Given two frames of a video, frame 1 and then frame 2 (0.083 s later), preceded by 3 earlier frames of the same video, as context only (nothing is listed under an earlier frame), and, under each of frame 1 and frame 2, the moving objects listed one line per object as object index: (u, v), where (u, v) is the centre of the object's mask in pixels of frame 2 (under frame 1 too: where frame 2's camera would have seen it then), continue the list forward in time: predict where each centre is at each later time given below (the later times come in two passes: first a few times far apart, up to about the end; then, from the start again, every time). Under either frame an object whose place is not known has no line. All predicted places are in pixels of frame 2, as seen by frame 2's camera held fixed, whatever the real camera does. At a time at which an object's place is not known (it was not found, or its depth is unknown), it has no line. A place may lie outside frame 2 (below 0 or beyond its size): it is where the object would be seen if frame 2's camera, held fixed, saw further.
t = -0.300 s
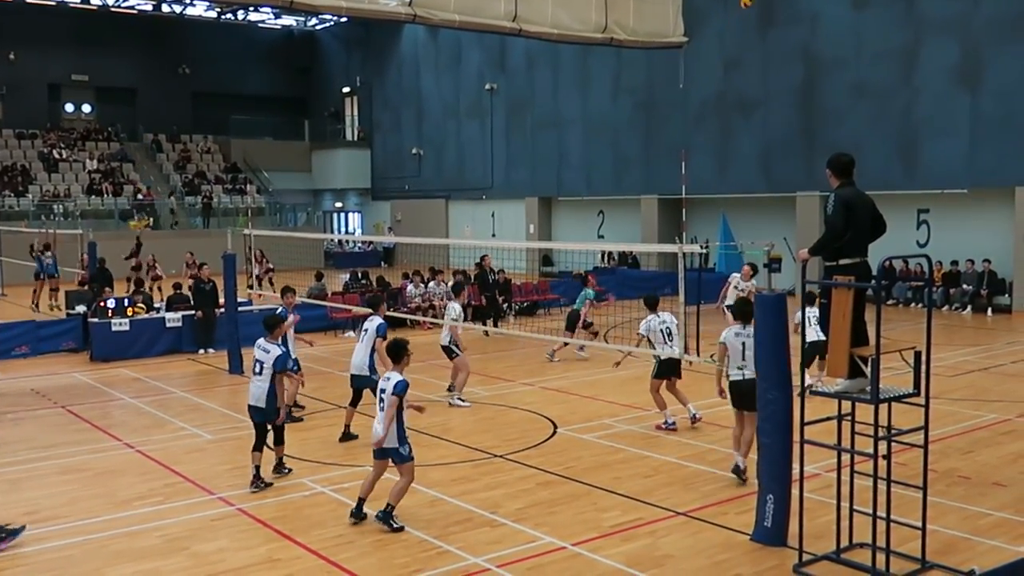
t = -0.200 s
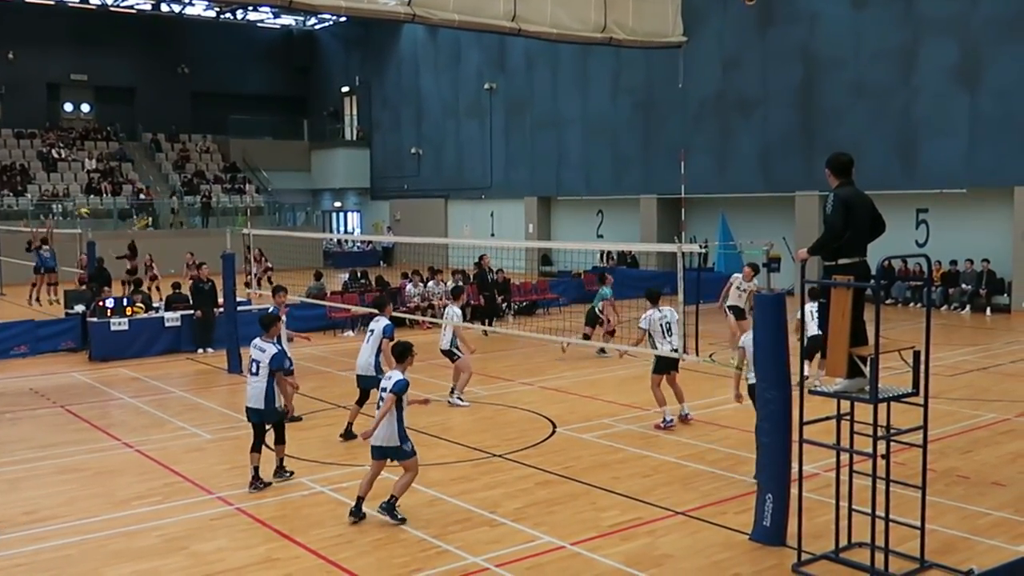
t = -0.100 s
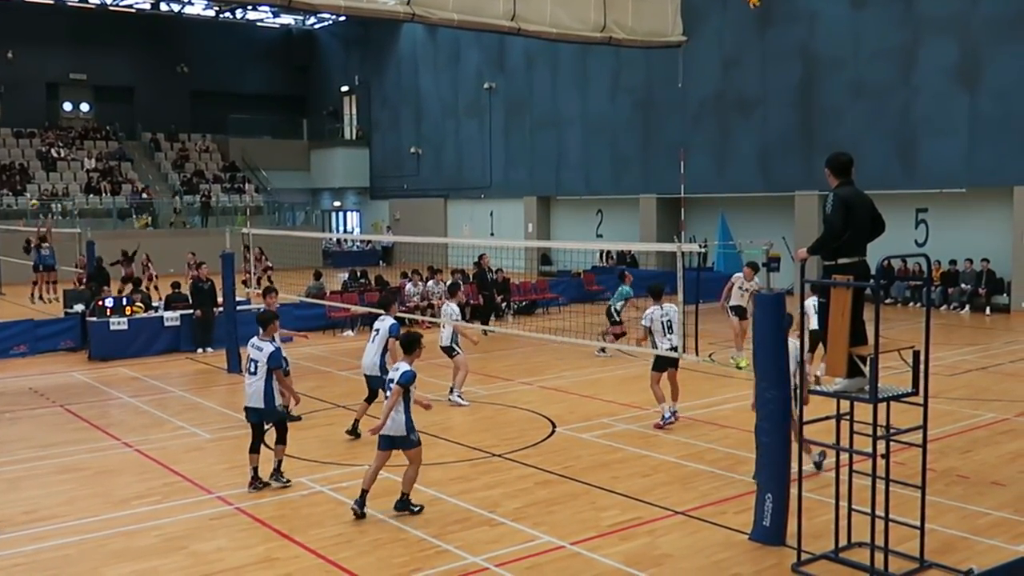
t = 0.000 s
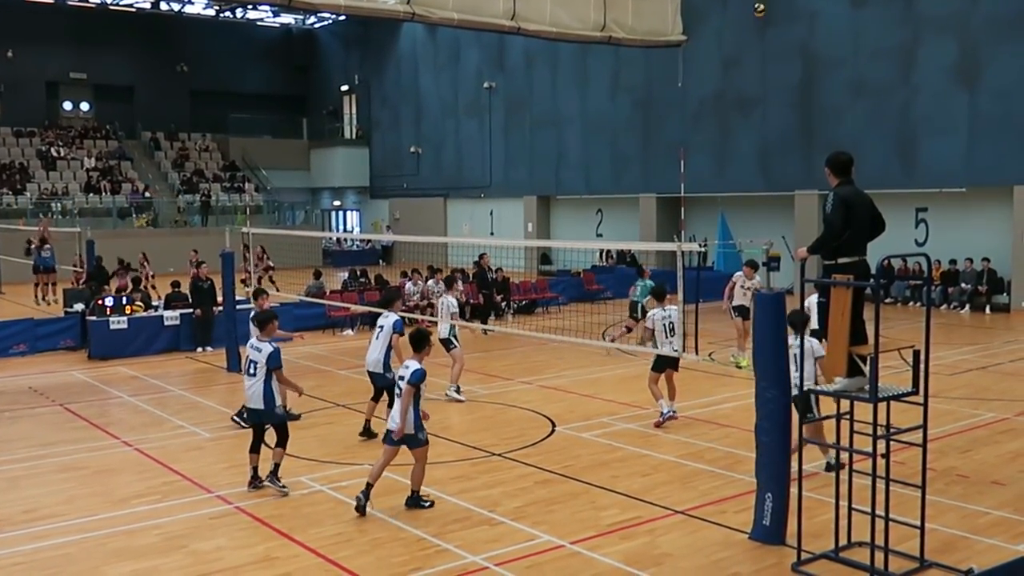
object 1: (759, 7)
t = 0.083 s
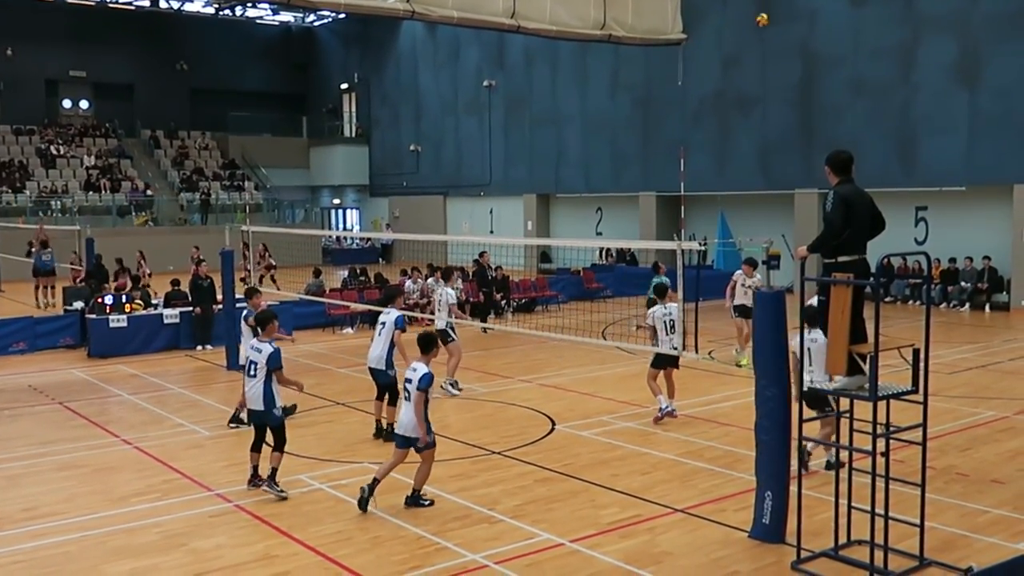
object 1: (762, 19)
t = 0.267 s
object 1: (769, 57)
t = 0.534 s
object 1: (779, 137)
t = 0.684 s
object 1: (783, 197)
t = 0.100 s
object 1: (763, 21)
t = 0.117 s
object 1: (764, 24)
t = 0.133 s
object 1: (764, 27)
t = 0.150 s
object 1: (765, 31)
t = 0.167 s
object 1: (766, 33)
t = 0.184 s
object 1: (766, 36)
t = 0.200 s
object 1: (767, 40)
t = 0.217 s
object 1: (769, 44)
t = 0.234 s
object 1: (768, 48)
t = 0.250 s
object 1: (769, 53)
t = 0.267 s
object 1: (769, 57)
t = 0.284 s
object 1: (770, 60)
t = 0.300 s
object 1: (771, 64)
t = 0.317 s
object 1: (772, 69)
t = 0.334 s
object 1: (772, 74)
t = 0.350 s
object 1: (773, 78)
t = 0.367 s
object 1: (773, 83)
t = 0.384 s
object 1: (774, 87)
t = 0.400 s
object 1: (775, 93)
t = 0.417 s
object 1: (776, 97)
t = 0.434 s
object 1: (776, 104)
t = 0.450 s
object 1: (776, 109)
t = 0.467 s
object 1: (776, 115)
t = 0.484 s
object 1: (777, 120)
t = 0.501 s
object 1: (778, 126)
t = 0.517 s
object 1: (779, 132)
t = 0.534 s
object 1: (779, 137)
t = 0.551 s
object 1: (780, 143)
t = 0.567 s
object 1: (781, 149)
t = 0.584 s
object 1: (781, 156)
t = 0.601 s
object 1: (781, 161)
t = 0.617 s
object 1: (782, 168)
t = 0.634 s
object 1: (783, 175)
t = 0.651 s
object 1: (782, 183)
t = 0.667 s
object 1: (783, 190)
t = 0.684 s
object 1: (783, 197)
